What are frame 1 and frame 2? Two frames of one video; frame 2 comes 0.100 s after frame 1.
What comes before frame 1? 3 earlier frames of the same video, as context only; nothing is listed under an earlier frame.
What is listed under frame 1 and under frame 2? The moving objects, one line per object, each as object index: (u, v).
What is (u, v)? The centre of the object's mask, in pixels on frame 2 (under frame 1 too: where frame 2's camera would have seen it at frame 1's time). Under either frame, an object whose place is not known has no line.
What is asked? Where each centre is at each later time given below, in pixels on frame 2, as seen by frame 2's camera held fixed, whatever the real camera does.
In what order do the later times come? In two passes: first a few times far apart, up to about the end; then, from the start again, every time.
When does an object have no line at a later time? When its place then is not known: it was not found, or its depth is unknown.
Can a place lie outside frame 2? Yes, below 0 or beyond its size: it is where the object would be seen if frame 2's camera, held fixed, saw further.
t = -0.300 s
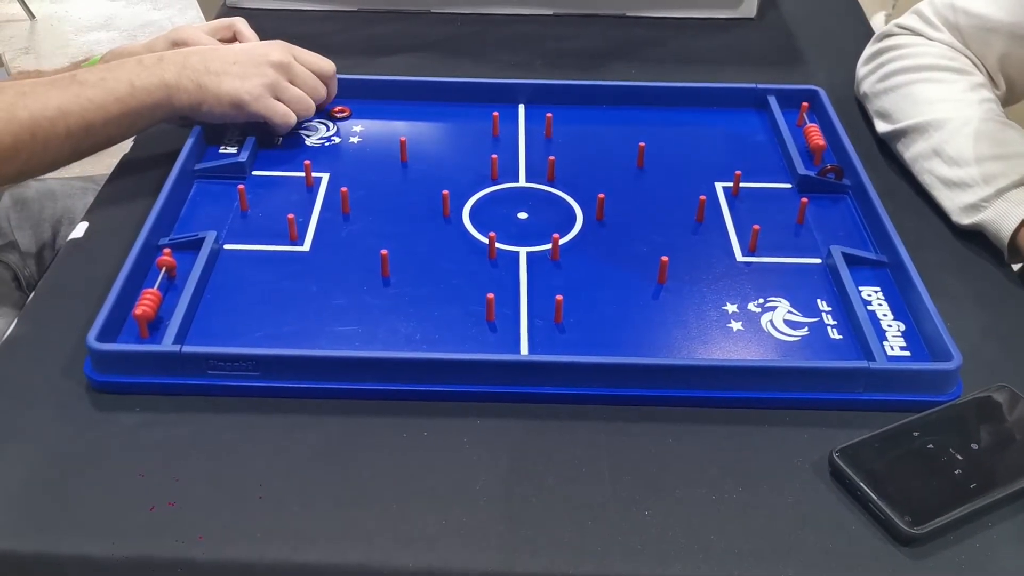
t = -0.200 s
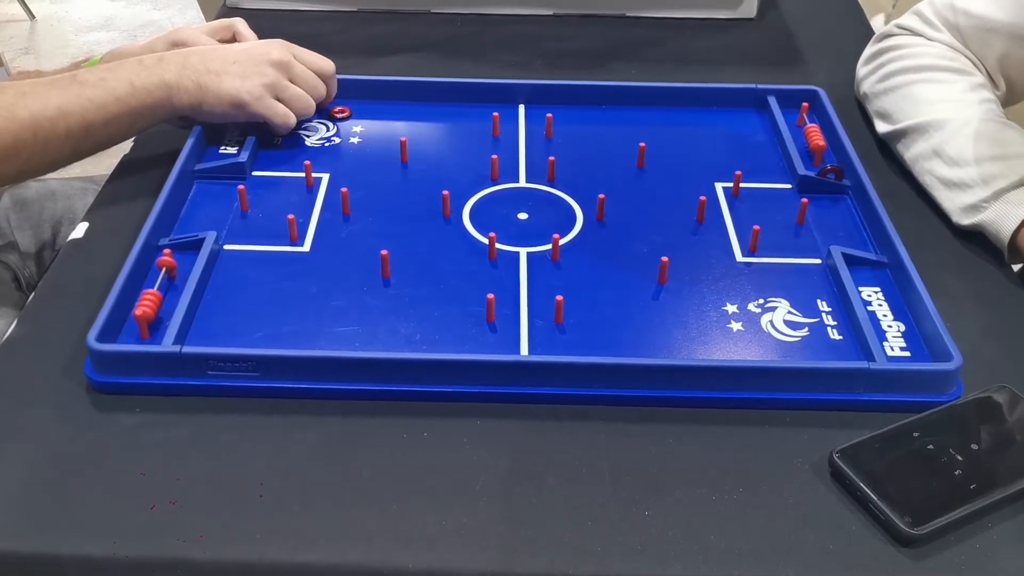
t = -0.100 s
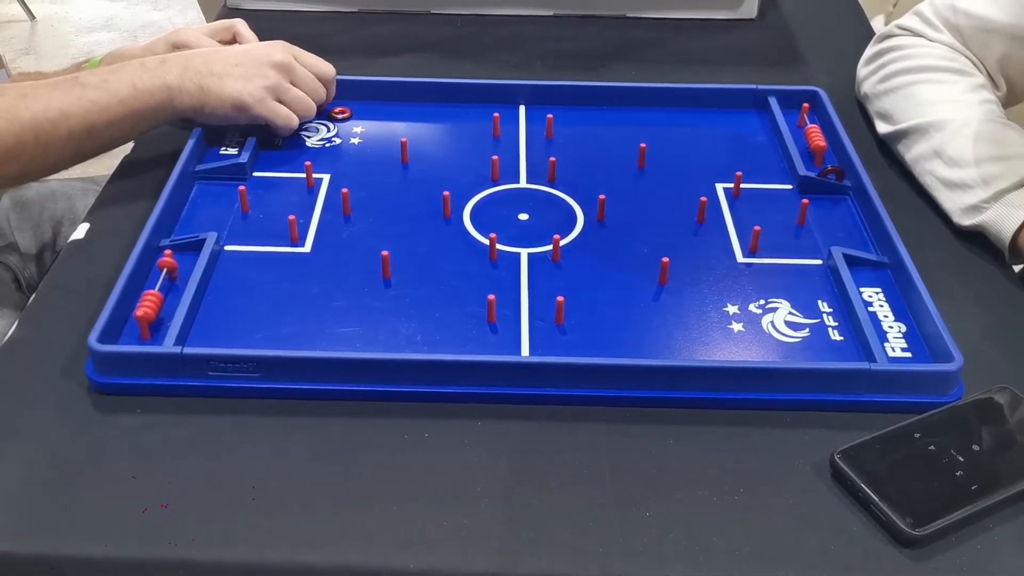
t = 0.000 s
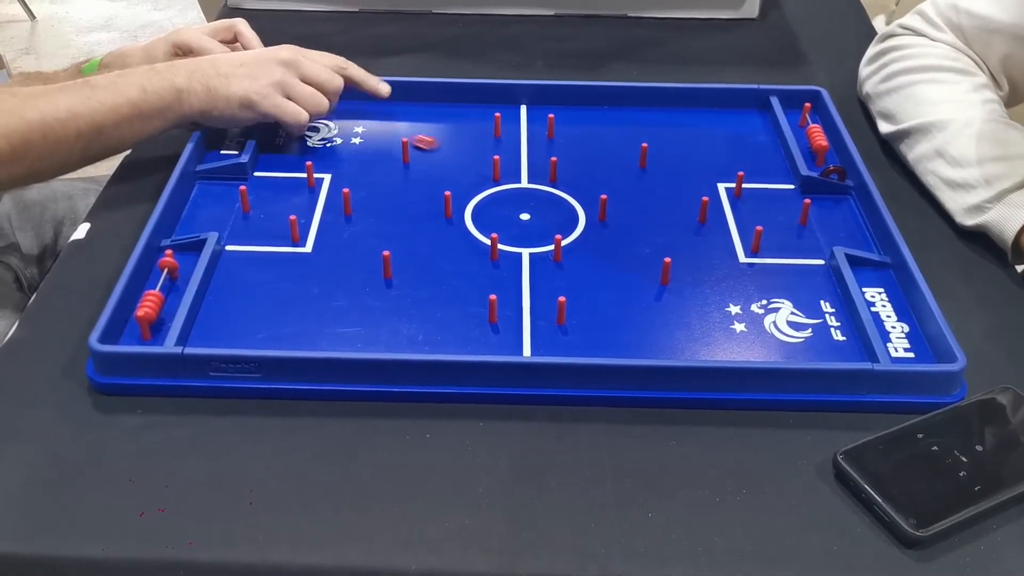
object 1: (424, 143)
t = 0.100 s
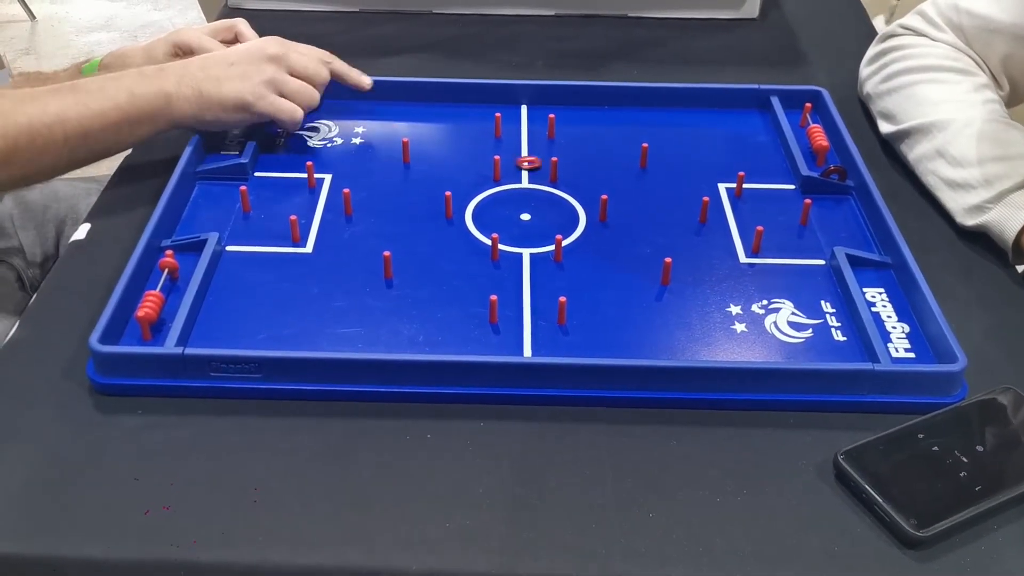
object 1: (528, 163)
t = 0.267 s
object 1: (619, 141)
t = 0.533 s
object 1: (686, 123)
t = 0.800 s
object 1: (688, 122)
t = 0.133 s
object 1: (550, 157)
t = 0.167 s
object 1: (571, 153)
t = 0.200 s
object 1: (589, 149)
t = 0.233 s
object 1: (605, 145)
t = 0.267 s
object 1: (619, 141)
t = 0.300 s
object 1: (633, 137)
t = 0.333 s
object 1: (644, 134)
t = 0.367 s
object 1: (655, 131)
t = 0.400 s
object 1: (664, 129)
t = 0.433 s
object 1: (672, 126)
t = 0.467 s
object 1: (678, 125)
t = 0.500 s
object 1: (682, 123)
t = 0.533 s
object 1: (686, 123)
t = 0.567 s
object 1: (688, 122)
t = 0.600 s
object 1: (688, 122)
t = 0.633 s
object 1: (688, 122)
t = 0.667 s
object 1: (688, 122)
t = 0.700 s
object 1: (688, 122)
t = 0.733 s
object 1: (688, 122)
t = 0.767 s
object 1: (688, 122)
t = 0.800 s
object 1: (688, 122)
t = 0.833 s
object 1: (688, 122)
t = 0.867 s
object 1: (688, 122)
